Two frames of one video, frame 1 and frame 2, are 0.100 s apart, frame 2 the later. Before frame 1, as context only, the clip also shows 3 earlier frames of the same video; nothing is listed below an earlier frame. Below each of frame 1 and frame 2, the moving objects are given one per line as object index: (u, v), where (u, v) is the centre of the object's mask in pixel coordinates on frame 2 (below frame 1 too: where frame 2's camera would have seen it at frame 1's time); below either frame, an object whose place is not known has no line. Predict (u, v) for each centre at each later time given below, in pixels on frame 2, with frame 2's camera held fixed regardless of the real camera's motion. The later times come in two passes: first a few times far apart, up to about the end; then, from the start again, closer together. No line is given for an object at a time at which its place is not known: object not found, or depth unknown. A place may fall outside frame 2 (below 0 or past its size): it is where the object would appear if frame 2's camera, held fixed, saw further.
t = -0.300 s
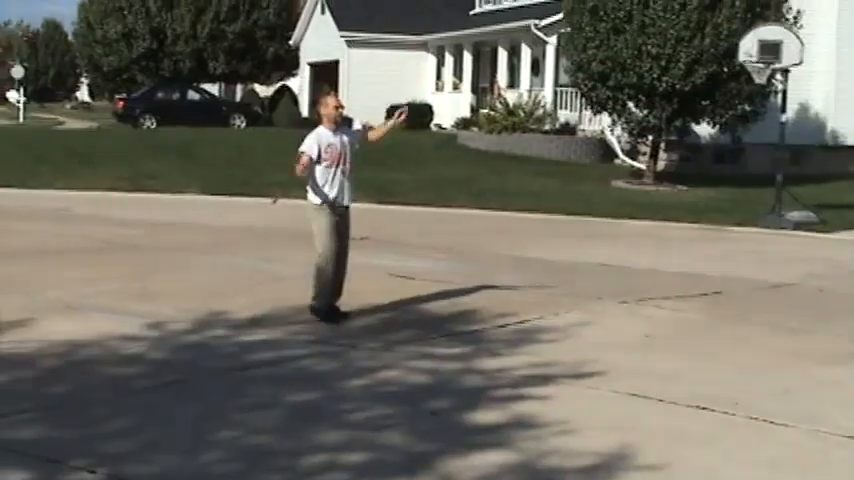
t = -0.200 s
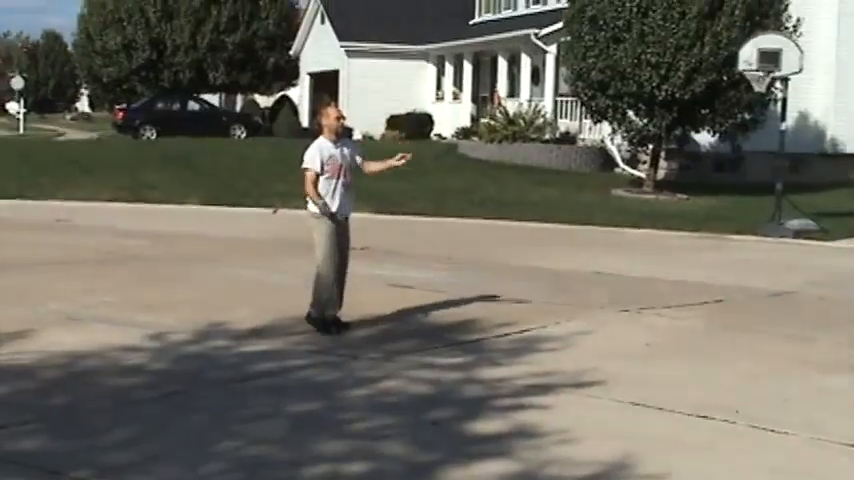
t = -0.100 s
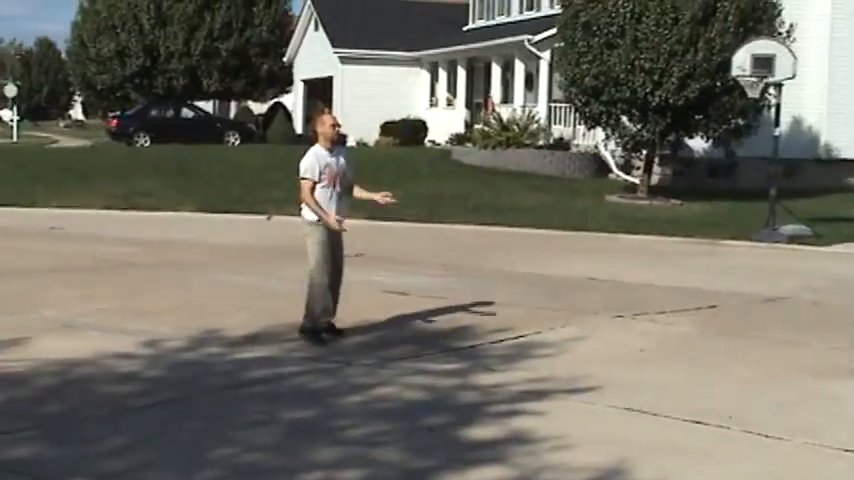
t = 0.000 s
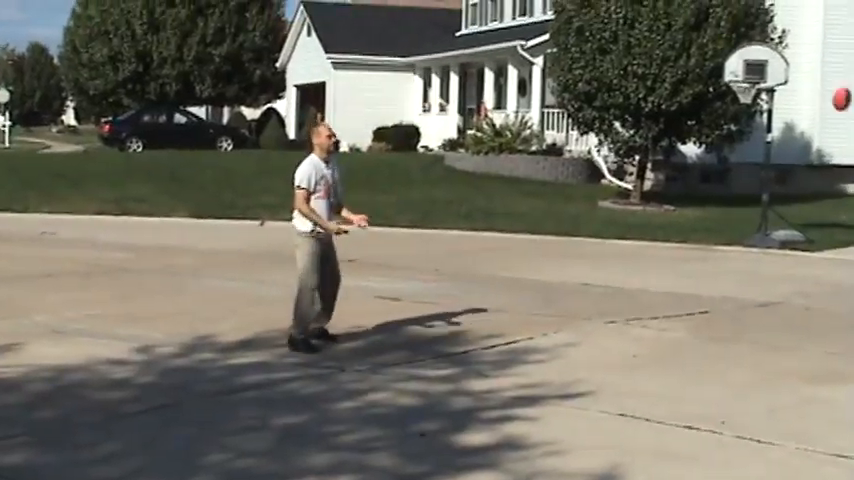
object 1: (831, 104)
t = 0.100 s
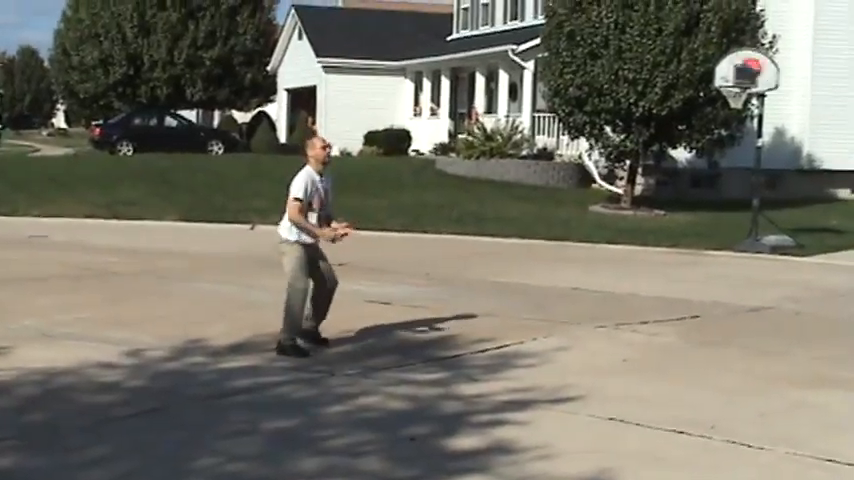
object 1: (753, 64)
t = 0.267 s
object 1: (634, 41)
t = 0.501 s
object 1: (500, 73)
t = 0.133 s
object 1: (726, 56)
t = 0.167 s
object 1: (702, 51)
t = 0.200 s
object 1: (679, 47)
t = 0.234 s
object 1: (657, 42)
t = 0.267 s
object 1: (634, 41)
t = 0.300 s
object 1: (613, 42)
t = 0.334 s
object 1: (591, 45)
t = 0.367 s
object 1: (573, 47)
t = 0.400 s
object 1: (555, 50)
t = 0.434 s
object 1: (536, 57)
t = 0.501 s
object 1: (500, 73)
